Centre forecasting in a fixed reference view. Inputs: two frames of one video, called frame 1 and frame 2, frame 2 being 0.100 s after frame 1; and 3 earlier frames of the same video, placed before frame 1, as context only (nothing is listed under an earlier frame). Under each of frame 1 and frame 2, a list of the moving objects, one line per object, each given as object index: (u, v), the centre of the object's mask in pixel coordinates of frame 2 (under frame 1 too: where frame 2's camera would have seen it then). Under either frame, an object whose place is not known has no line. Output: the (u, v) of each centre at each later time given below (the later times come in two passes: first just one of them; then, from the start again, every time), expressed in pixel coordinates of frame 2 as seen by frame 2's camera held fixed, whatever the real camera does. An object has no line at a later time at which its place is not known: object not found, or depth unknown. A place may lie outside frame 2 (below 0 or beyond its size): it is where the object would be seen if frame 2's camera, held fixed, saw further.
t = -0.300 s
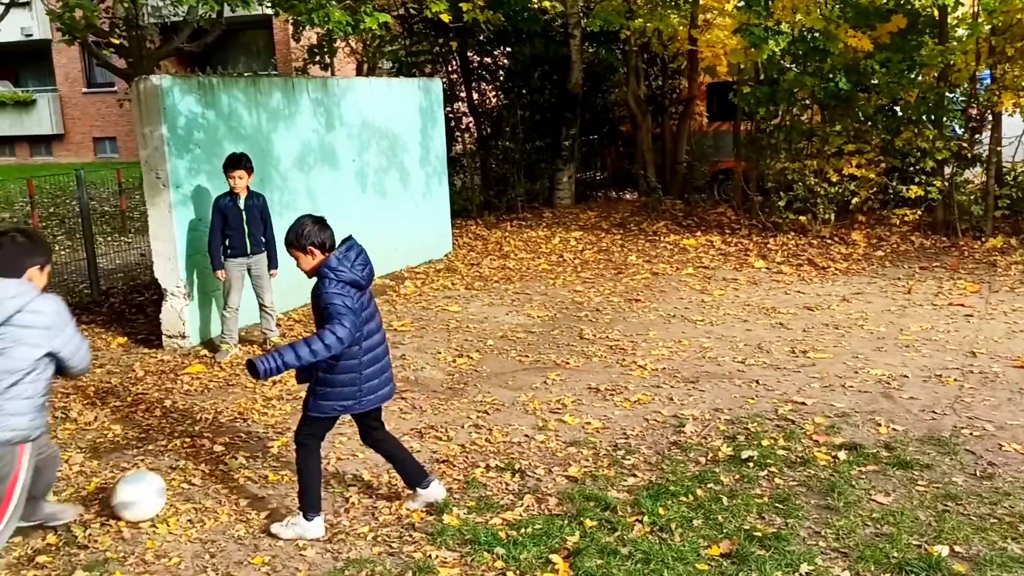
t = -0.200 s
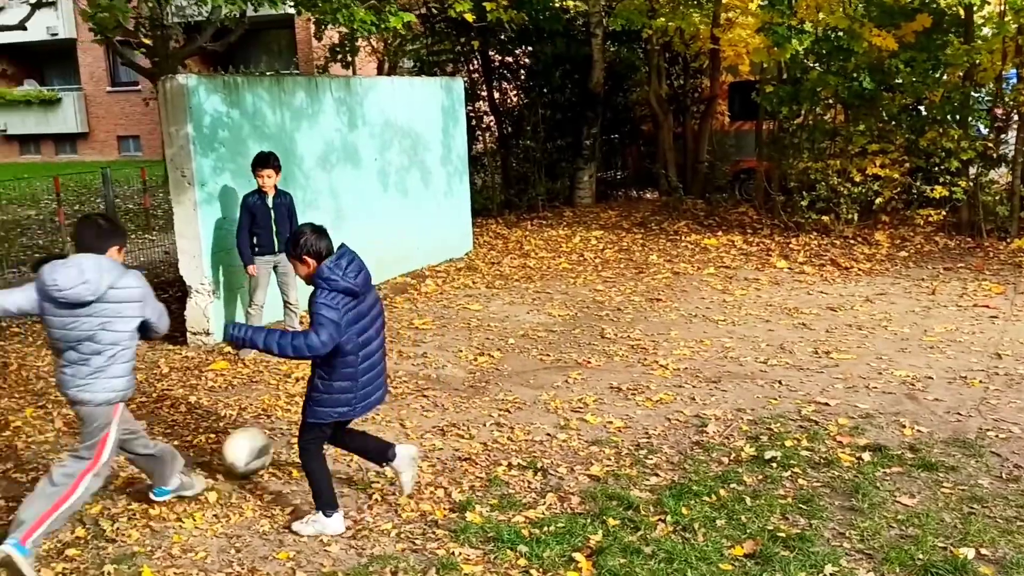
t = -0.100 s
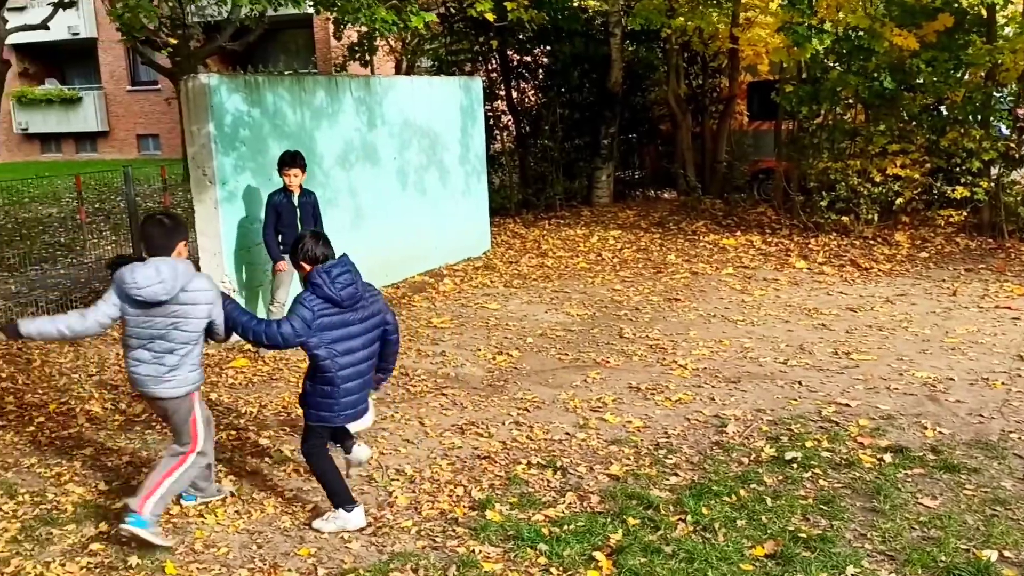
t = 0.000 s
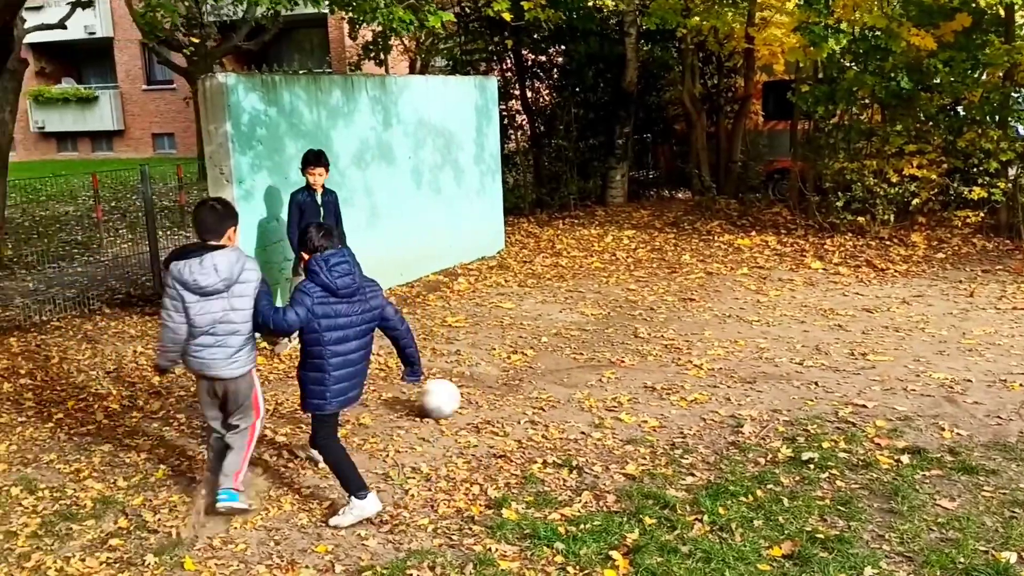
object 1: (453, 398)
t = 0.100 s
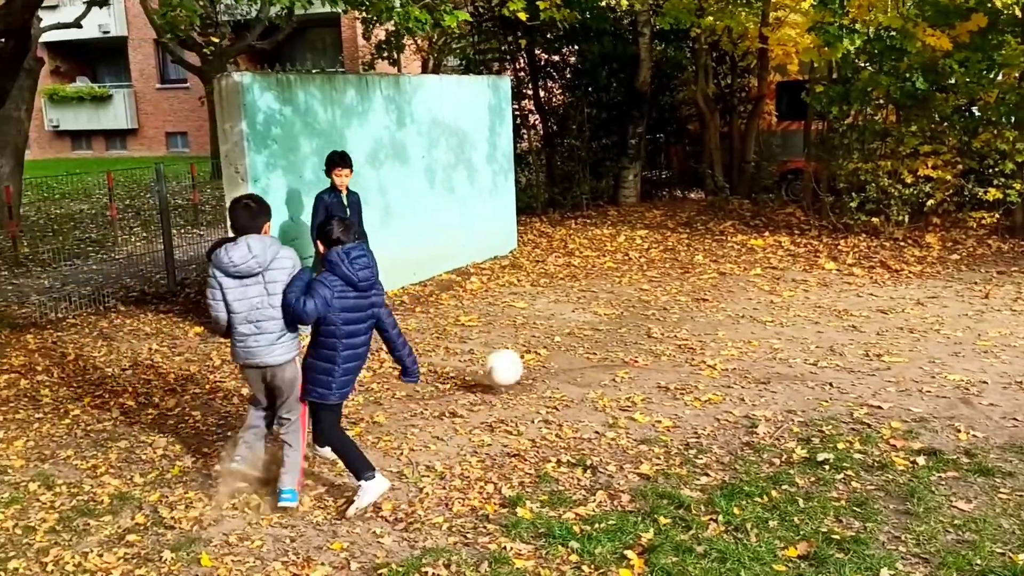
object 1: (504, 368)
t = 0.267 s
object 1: (576, 348)
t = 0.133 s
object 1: (520, 361)
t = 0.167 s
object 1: (535, 358)
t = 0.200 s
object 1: (549, 355)
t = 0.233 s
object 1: (563, 354)
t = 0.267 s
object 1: (576, 348)
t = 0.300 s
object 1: (589, 342)
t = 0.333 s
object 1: (600, 337)
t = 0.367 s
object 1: (612, 333)
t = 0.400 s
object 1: (623, 330)
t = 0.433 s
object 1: (635, 326)
